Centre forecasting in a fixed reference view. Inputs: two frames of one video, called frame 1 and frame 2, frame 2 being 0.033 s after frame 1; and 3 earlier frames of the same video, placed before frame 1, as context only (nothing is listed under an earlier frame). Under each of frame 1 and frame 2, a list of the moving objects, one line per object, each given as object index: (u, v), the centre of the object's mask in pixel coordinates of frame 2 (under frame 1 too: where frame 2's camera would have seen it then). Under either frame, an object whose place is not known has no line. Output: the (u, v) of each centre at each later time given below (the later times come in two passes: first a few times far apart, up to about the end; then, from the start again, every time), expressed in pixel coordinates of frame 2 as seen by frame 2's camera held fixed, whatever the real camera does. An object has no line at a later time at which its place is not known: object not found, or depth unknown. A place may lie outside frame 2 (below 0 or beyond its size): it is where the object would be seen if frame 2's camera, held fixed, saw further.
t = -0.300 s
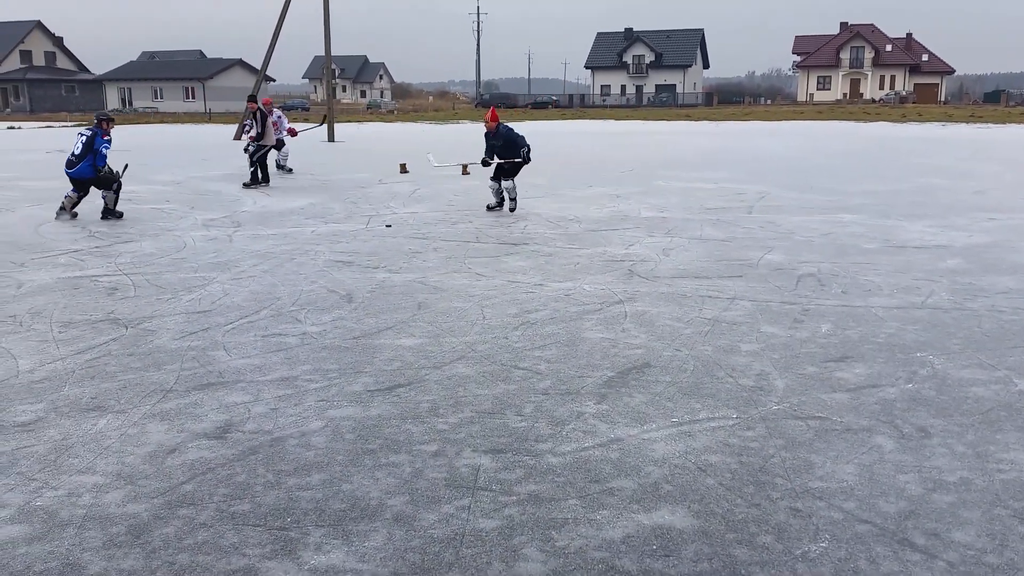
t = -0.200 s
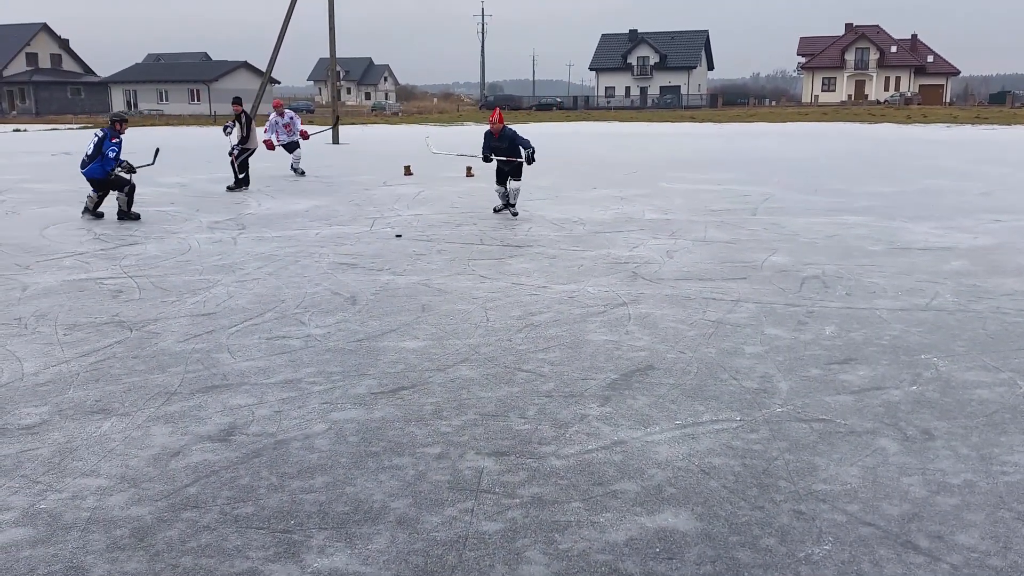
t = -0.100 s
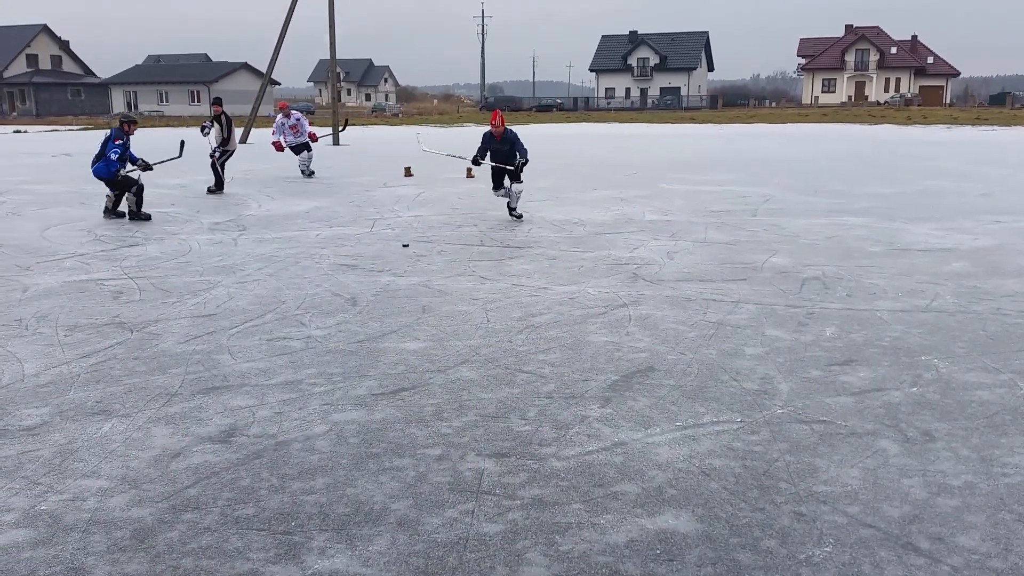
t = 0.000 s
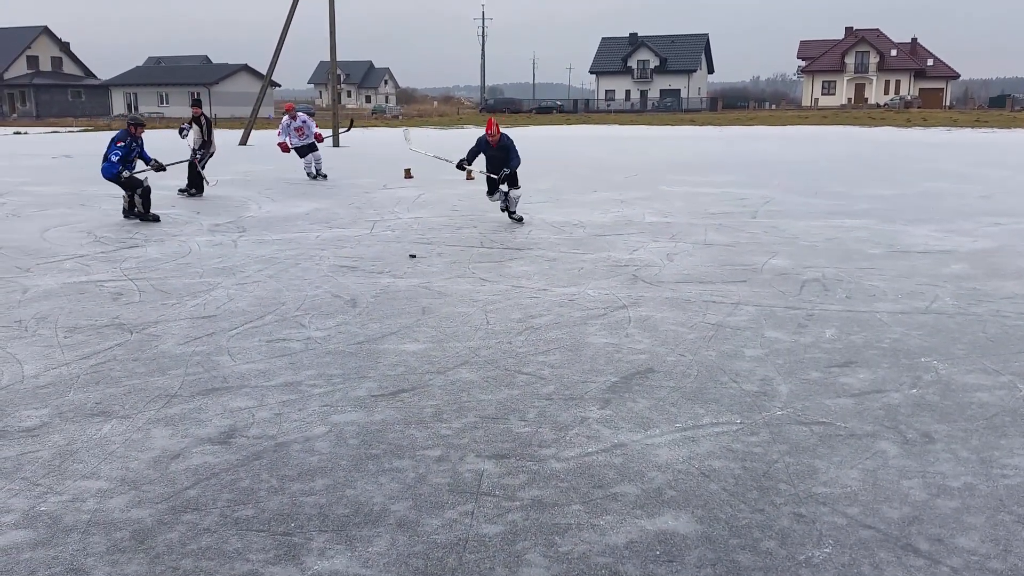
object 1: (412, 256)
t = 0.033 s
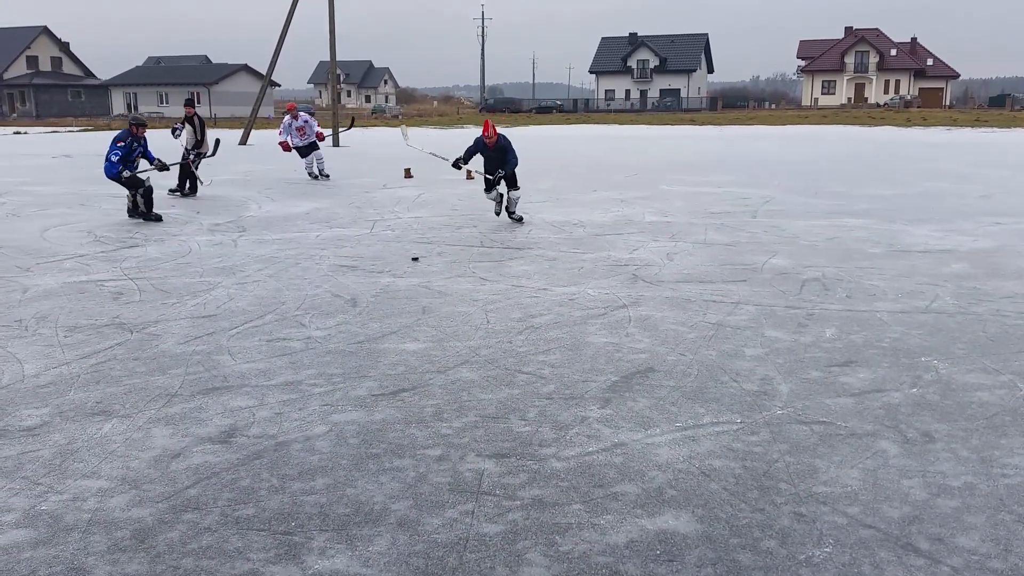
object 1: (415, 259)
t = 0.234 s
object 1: (432, 280)
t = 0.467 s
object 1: (459, 313)
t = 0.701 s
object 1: (495, 357)
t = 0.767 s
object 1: (507, 372)
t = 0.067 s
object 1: (417, 262)
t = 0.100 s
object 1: (420, 265)
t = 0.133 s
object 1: (423, 269)
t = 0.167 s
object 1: (426, 273)
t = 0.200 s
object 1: (429, 277)
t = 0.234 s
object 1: (432, 280)
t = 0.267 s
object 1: (435, 285)
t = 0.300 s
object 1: (439, 289)
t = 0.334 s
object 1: (443, 294)
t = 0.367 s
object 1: (447, 297)
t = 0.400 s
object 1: (451, 303)
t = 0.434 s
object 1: (455, 308)
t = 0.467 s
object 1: (459, 313)
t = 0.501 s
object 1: (463, 318)
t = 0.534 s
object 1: (468, 324)
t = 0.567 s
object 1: (472, 330)
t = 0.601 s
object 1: (477, 335)
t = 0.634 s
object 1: (483, 342)
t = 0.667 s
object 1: (489, 350)
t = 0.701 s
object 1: (495, 357)
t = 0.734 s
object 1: (501, 364)
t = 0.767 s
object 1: (507, 372)
